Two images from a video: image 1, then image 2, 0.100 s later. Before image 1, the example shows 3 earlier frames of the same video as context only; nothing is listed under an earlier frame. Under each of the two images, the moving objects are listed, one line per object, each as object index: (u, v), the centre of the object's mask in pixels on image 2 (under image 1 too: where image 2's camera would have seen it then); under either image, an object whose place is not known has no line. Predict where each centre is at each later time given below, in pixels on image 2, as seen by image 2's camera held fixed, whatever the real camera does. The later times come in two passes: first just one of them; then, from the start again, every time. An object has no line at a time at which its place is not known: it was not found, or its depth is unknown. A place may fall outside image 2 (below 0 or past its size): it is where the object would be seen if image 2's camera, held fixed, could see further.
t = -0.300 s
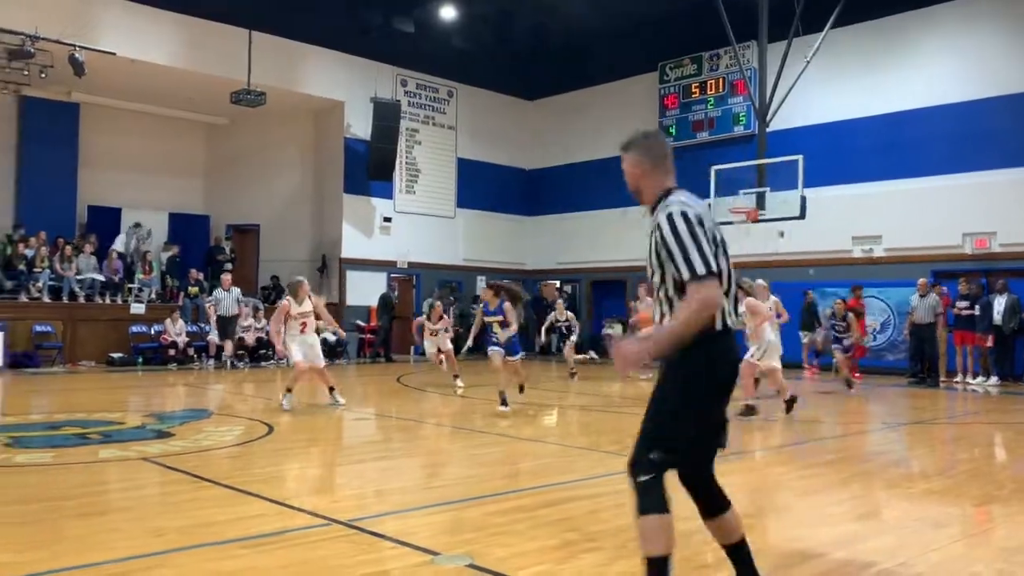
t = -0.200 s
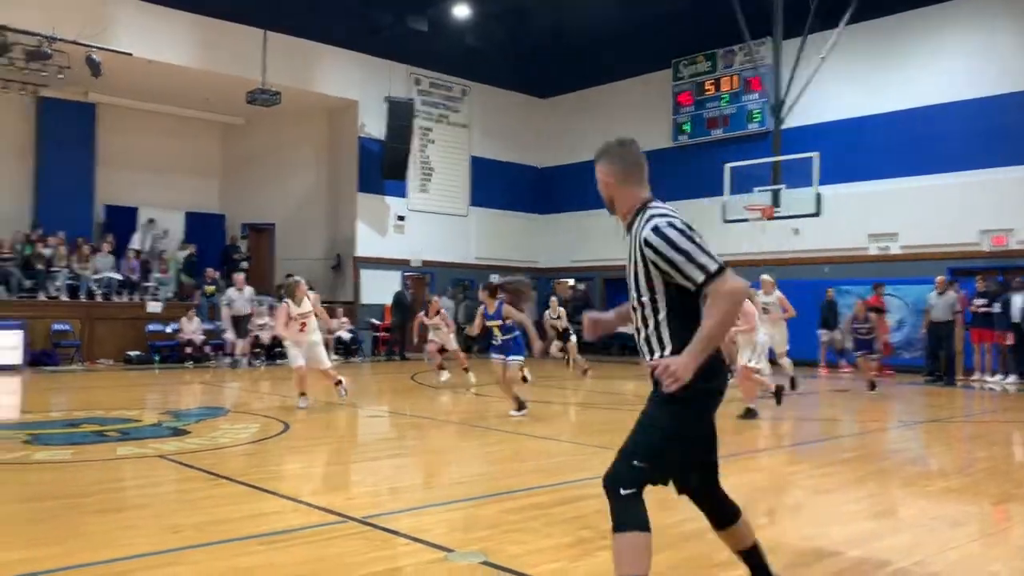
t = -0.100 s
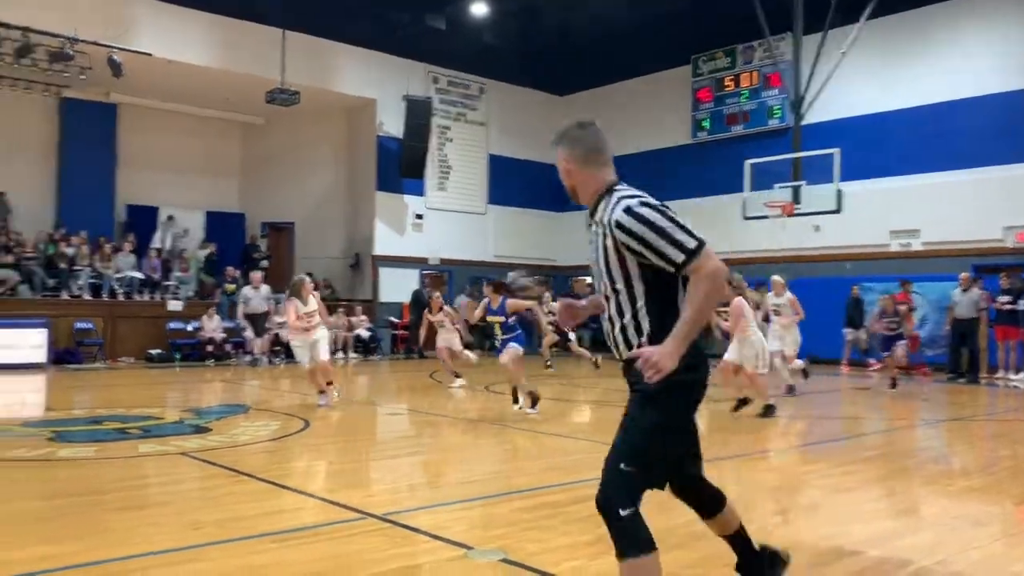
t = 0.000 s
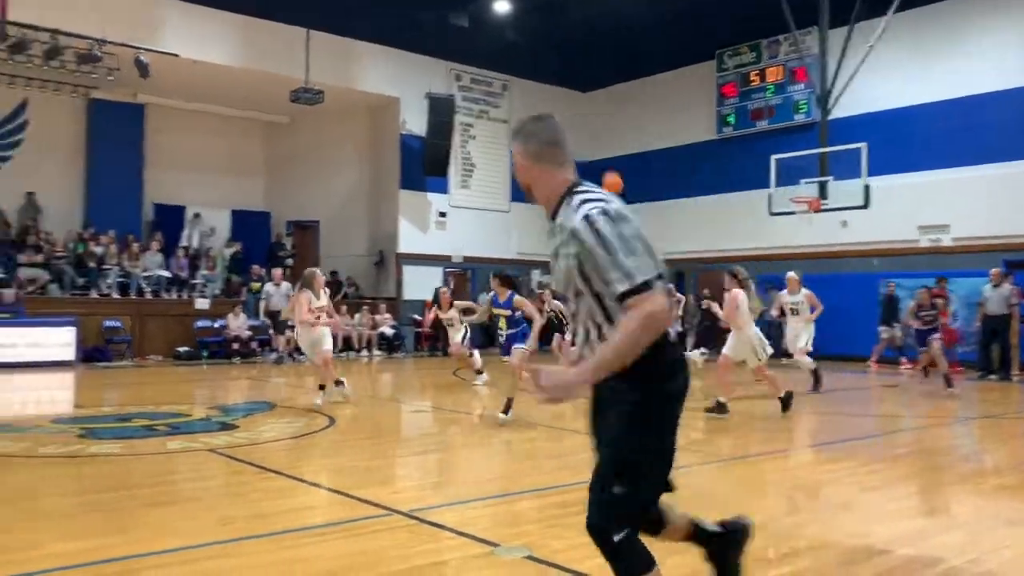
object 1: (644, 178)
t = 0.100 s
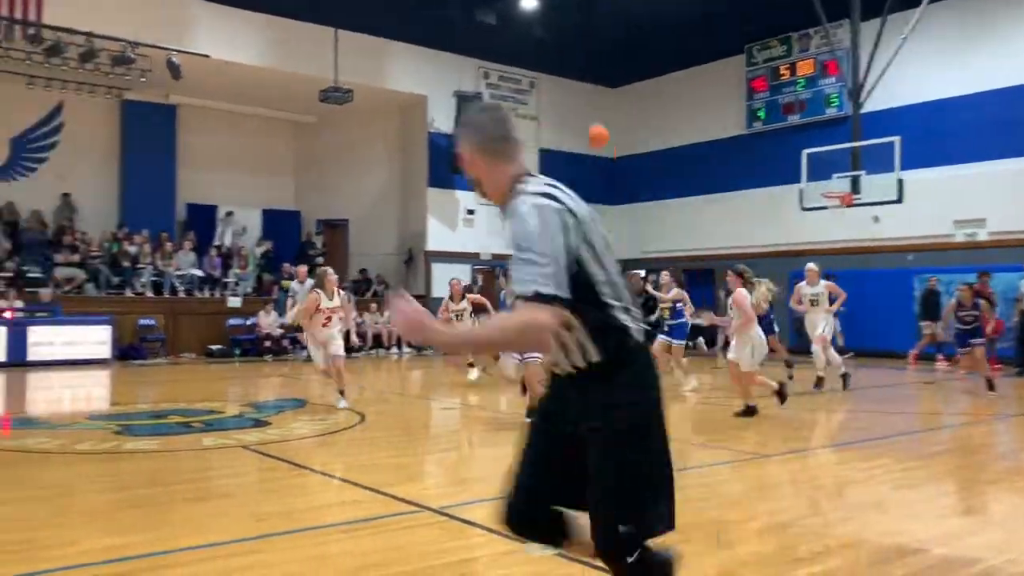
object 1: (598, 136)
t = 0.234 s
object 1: (532, 83)
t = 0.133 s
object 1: (581, 123)
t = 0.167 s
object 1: (564, 109)
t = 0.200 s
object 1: (549, 96)
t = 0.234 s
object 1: (532, 83)
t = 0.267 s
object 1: (514, 71)
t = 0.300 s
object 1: (494, 60)
